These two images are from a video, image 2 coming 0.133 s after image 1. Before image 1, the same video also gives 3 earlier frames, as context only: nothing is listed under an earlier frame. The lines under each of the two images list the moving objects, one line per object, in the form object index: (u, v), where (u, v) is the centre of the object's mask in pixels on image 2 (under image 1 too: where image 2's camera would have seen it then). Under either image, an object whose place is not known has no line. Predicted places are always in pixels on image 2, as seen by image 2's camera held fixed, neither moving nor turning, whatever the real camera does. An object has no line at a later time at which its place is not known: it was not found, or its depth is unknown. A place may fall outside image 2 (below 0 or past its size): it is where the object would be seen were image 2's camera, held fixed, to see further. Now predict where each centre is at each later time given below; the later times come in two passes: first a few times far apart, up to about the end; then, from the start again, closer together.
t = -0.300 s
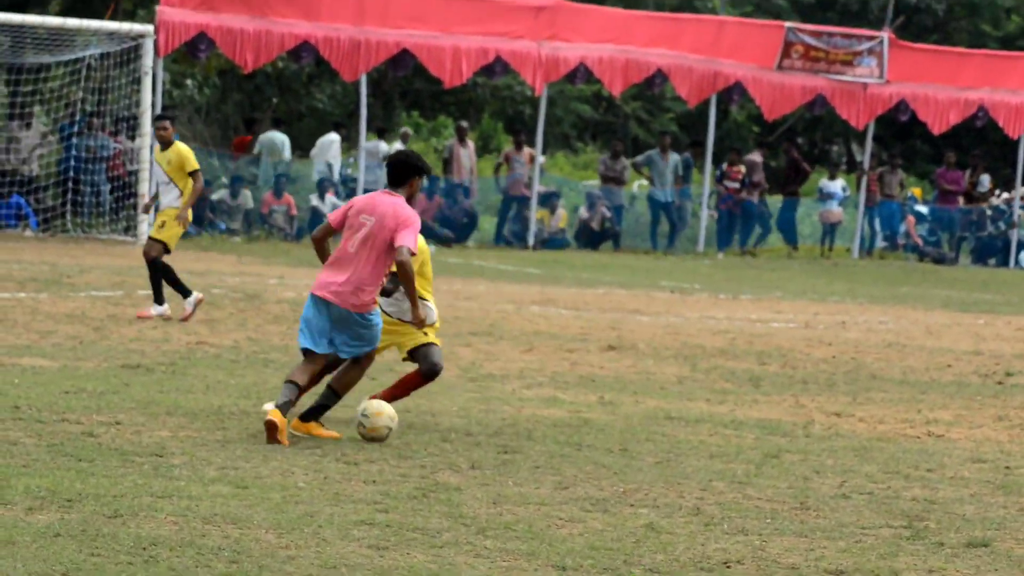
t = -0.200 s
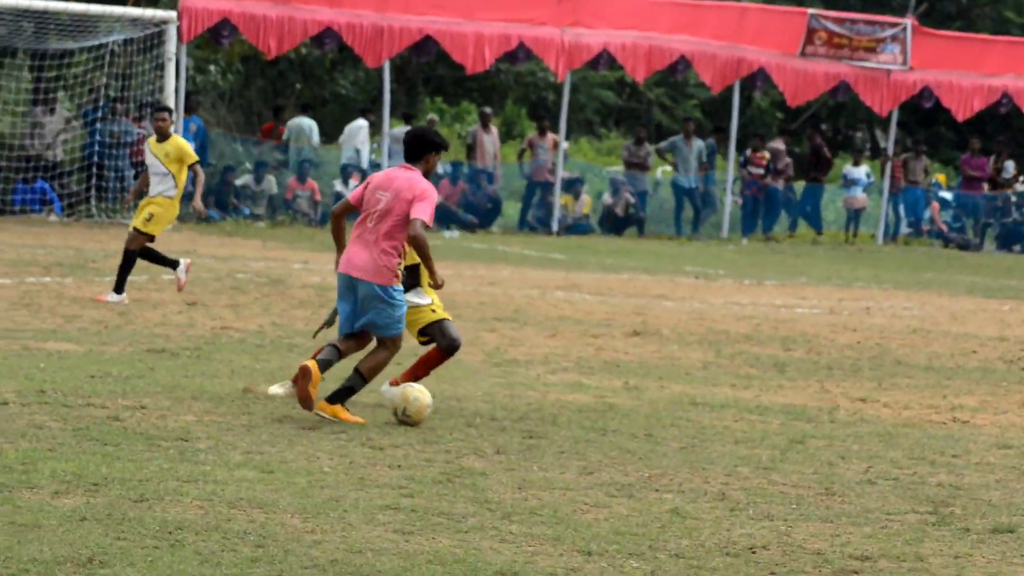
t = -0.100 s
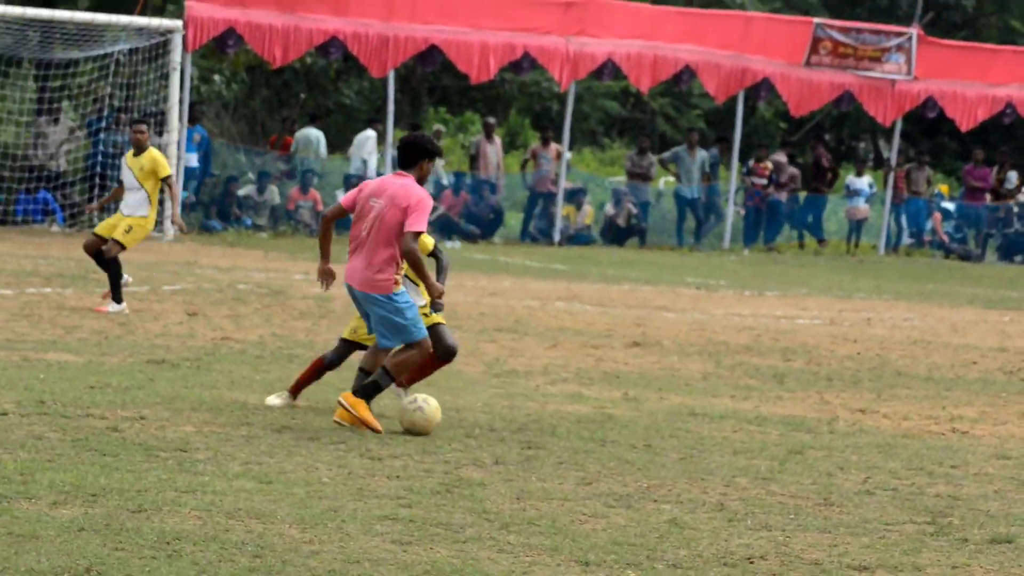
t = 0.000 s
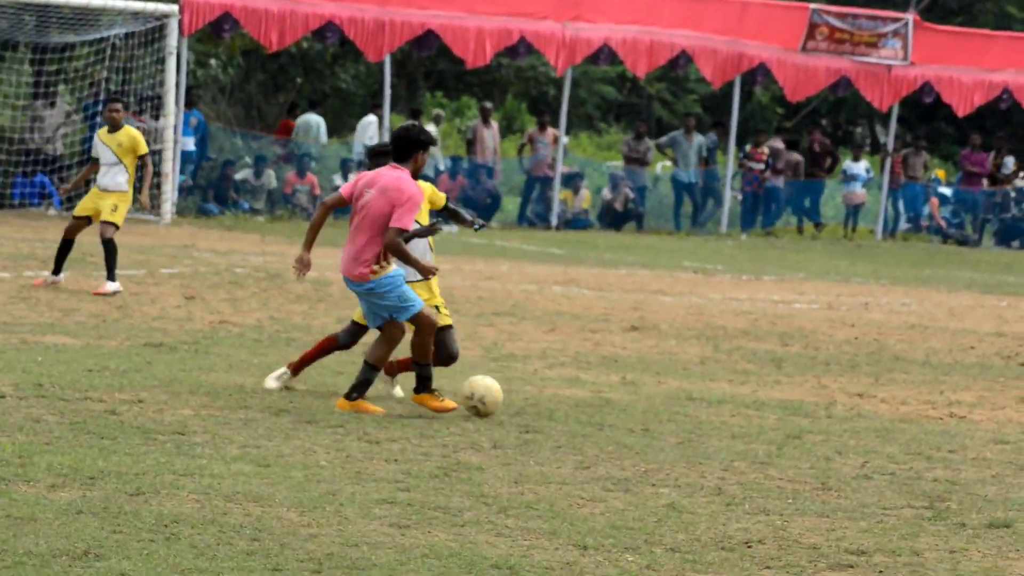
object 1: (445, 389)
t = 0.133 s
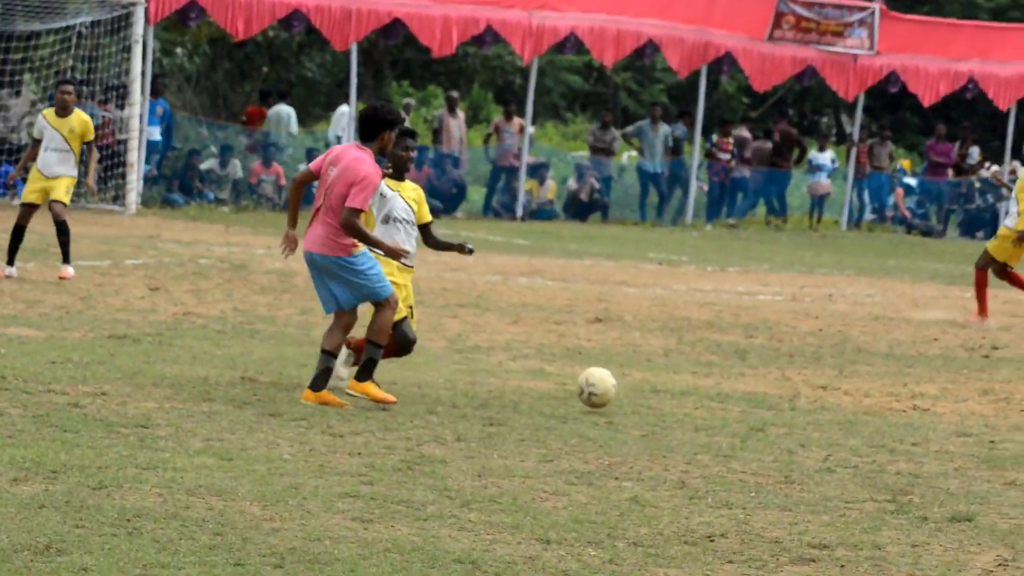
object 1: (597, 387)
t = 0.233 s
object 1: (693, 386)
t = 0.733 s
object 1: (1022, 399)
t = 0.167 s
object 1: (629, 385)
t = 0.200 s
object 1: (661, 384)
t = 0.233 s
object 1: (693, 386)
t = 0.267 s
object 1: (723, 390)
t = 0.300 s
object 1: (754, 396)
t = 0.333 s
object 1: (779, 392)
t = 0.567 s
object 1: (933, 399)
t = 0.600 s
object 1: (952, 398)
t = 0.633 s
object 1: (971, 397)
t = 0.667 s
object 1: (988, 396)
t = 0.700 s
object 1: (1005, 397)
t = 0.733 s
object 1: (1022, 399)
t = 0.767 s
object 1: (1039, 400)
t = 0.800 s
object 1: (1056, 395)
